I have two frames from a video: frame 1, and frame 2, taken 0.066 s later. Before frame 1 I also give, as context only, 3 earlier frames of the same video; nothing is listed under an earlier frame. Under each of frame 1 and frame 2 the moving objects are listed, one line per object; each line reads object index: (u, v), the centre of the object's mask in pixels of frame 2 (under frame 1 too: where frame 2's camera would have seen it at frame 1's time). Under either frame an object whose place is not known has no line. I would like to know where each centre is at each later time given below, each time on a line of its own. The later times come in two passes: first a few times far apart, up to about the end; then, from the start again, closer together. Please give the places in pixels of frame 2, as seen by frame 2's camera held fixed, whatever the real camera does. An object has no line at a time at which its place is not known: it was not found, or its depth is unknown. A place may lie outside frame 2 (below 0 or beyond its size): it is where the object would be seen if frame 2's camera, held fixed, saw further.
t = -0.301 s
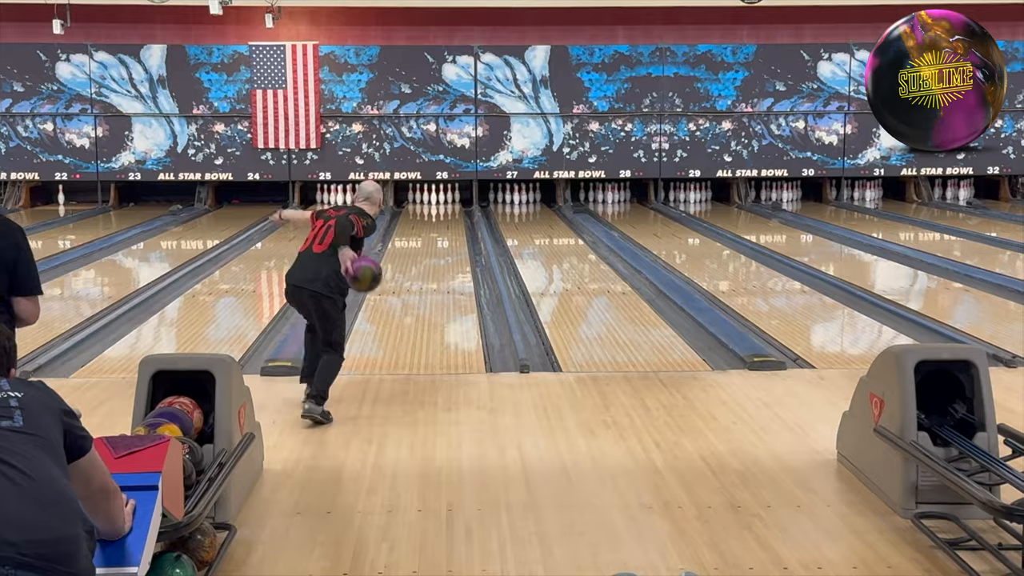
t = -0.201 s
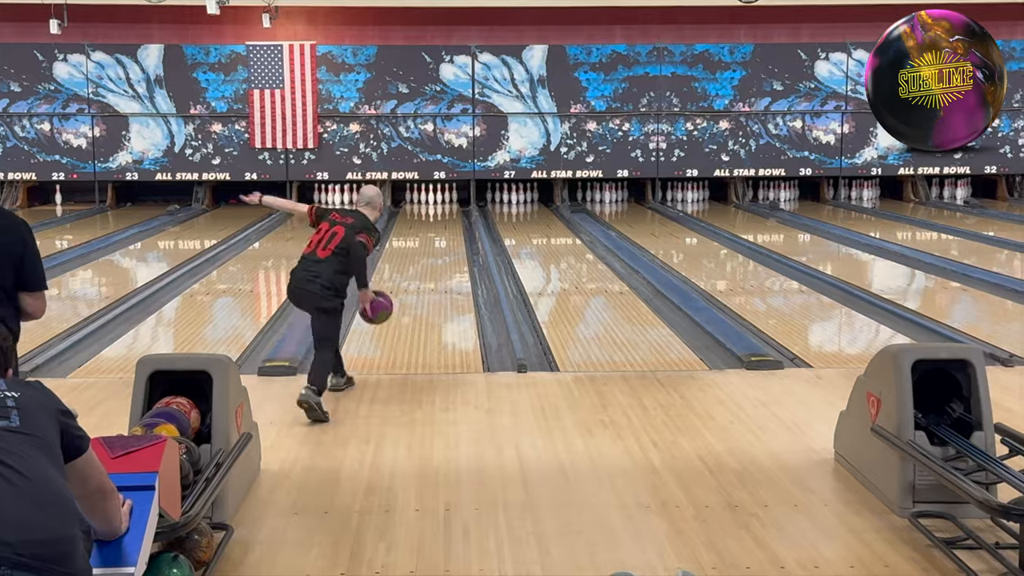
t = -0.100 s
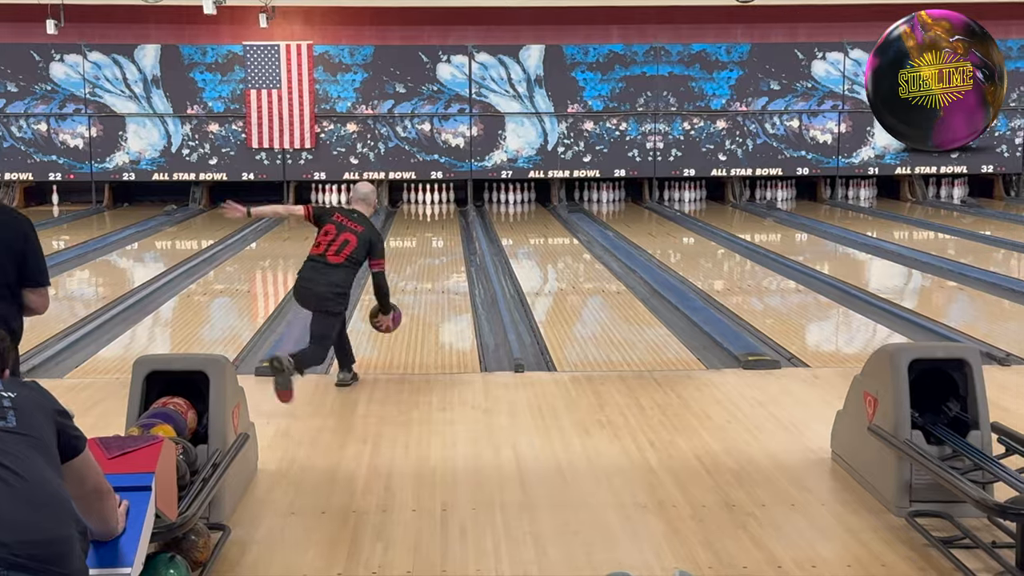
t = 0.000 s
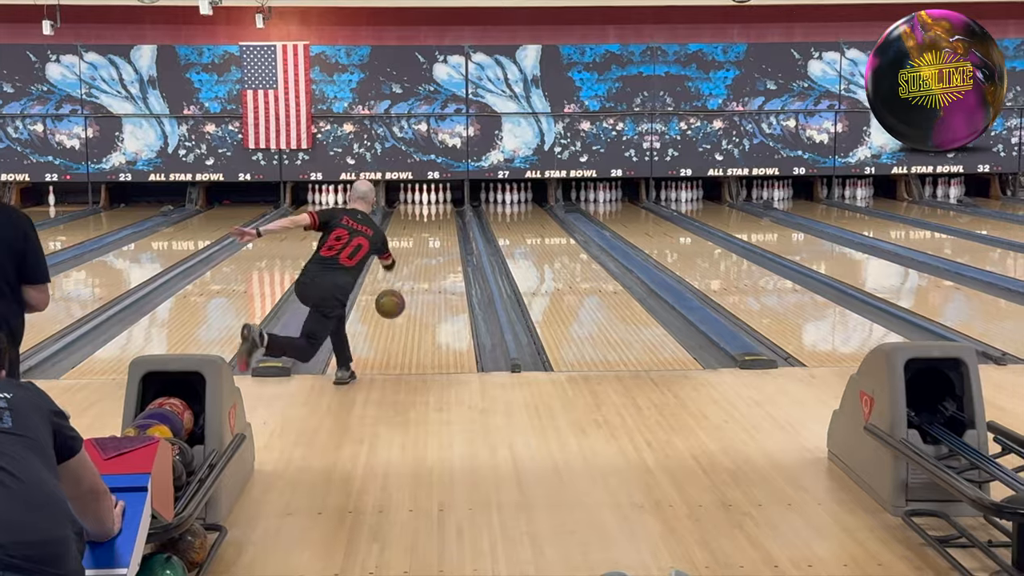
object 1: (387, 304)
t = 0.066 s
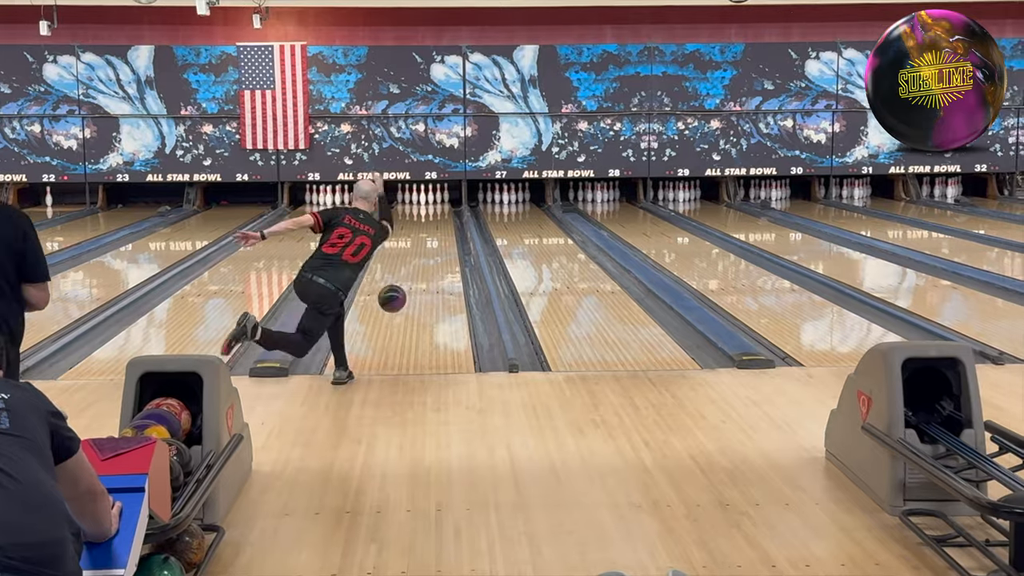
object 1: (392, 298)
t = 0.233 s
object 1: (401, 308)
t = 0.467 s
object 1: (408, 286)
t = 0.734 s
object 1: (415, 264)
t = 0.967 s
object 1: (419, 249)
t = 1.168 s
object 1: (422, 239)
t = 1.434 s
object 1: (426, 228)
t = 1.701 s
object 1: (426, 218)
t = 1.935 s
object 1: (423, 211)
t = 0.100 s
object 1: (394, 297)
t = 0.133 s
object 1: (395, 298)
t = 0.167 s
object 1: (397, 297)
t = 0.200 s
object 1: (399, 300)
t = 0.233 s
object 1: (401, 308)
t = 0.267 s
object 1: (402, 307)
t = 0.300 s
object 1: (403, 303)
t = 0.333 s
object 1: (404, 300)
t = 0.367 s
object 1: (406, 296)
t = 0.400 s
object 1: (406, 293)
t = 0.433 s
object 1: (408, 289)
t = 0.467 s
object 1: (408, 286)
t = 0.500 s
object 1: (409, 283)
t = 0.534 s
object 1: (410, 279)
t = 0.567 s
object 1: (411, 277)
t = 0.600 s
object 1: (412, 274)
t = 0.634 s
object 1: (412, 271)
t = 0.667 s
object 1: (413, 269)
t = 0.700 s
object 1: (414, 266)
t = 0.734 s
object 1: (415, 264)
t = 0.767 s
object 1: (415, 262)
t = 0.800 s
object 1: (416, 260)
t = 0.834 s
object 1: (416, 257)
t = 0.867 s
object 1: (417, 255)
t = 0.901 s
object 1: (417, 253)
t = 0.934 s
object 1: (418, 251)
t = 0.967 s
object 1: (419, 249)
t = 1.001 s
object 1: (419, 247)
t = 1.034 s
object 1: (420, 245)
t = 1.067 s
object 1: (420, 244)
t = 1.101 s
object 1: (421, 243)
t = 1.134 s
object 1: (422, 241)
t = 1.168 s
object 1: (422, 239)
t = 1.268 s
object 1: (424, 234)
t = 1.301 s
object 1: (424, 233)
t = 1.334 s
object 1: (424, 232)
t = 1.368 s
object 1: (424, 232)
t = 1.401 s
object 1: (425, 230)
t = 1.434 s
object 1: (426, 228)
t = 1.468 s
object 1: (426, 227)
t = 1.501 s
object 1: (426, 226)
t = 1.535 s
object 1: (427, 225)
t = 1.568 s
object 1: (427, 223)
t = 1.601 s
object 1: (427, 222)
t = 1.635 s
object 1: (426, 221)
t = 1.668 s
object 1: (427, 220)
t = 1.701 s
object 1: (426, 218)
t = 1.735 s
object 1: (426, 217)
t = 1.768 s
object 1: (426, 217)
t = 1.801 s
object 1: (426, 215)
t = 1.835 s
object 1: (425, 214)
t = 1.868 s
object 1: (424, 213)
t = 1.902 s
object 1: (424, 212)
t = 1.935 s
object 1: (423, 211)
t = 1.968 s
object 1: (423, 210)
